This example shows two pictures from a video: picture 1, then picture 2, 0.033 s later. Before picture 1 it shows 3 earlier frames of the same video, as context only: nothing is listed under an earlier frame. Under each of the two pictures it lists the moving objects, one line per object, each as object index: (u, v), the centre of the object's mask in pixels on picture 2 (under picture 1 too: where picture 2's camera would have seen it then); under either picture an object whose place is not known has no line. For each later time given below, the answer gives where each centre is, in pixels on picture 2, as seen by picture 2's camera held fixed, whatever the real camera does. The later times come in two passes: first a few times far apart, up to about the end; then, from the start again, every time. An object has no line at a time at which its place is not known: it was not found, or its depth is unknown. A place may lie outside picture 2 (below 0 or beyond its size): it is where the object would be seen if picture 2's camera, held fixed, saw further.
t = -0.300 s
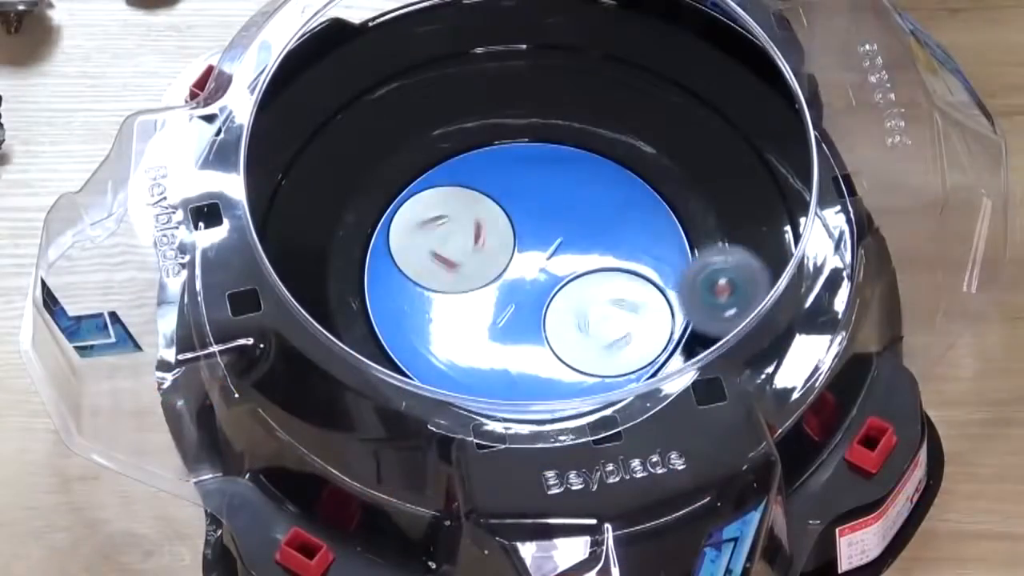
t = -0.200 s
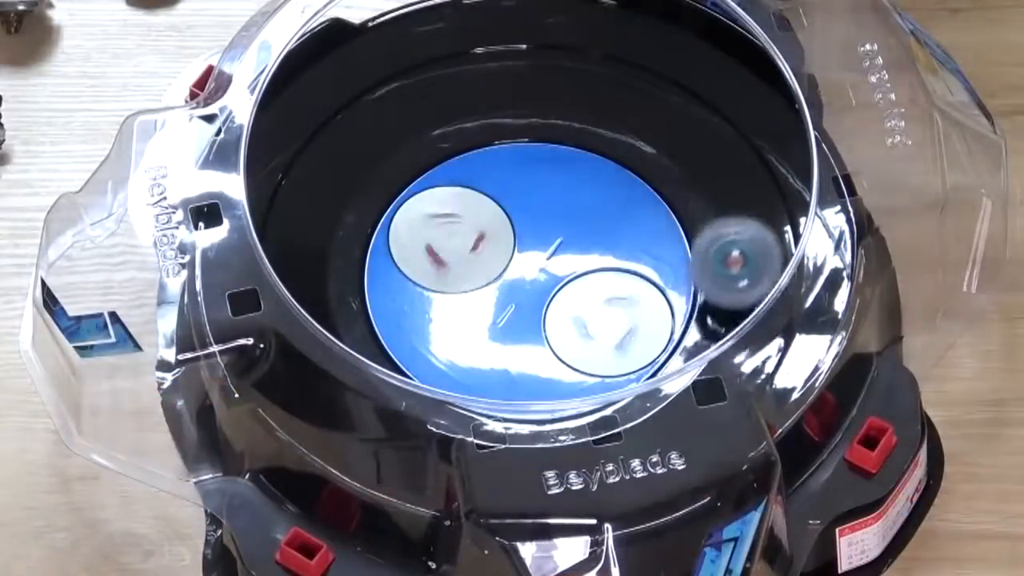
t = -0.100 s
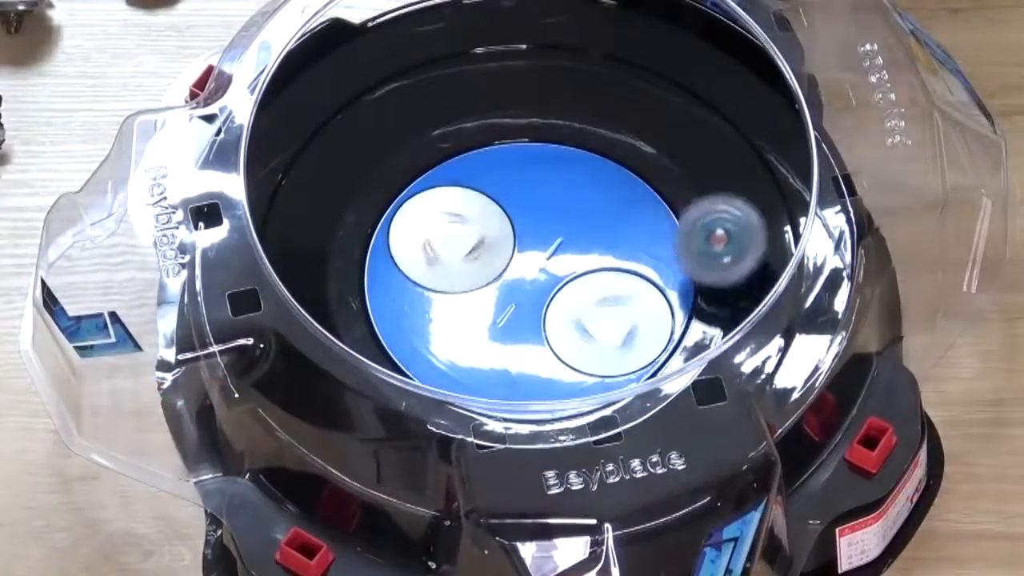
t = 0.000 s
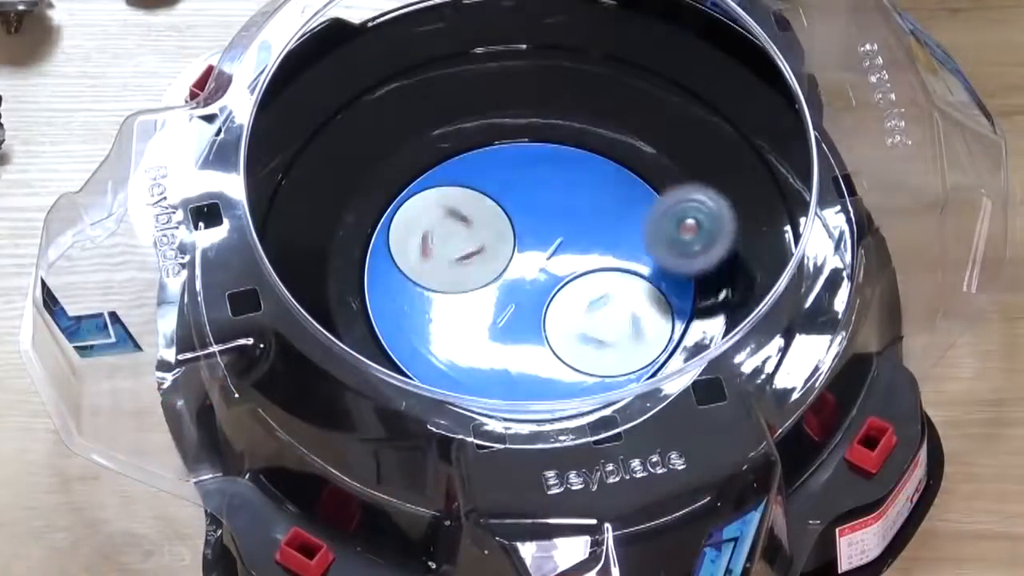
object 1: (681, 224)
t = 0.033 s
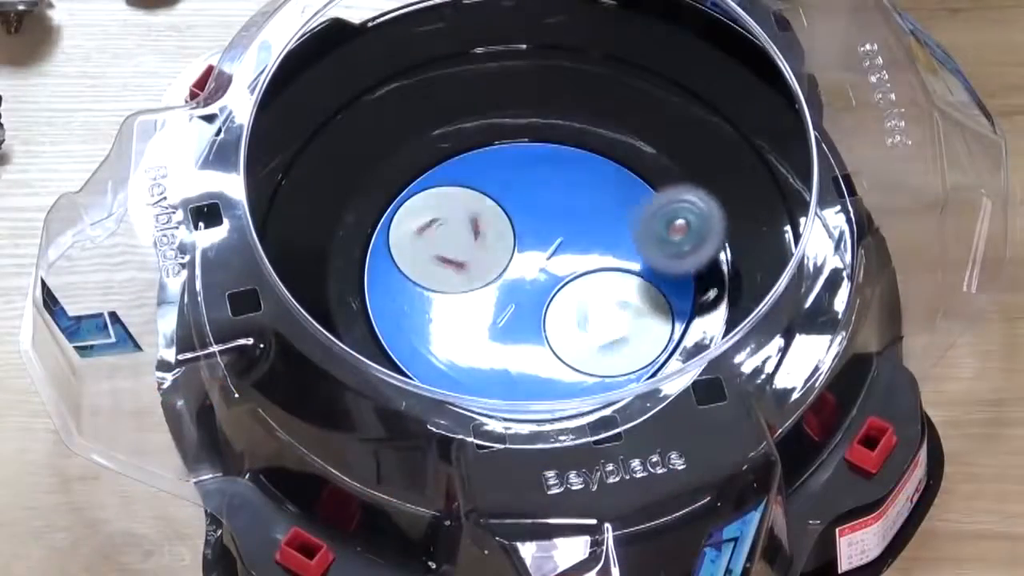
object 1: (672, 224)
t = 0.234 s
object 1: (615, 249)
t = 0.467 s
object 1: (510, 292)
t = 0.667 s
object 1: (483, 373)
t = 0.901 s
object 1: (490, 340)
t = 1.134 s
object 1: (449, 348)
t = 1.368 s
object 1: (420, 329)
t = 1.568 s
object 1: (385, 309)
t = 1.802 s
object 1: (366, 266)
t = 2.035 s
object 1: (372, 215)
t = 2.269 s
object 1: (392, 175)
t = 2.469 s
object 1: (425, 155)
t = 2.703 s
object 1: (472, 154)
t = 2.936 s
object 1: (520, 166)
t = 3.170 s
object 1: (560, 194)
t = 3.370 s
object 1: (598, 232)
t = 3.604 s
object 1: (567, 262)
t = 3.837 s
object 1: (587, 345)
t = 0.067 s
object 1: (661, 226)
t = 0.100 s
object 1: (649, 229)
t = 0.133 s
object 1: (639, 232)
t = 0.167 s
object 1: (628, 236)
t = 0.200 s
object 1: (621, 242)
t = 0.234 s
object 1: (615, 249)
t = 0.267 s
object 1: (604, 255)
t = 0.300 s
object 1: (588, 259)
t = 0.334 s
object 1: (570, 264)
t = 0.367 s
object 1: (551, 269)
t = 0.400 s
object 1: (530, 274)
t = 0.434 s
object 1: (519, 281)
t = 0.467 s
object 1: (510, 292)
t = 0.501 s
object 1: (503, 305)
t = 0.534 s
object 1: (496, 318)
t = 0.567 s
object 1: (490, 332)
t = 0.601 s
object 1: (486, 347)
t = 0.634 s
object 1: (484, 362)
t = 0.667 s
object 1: (483, 373)
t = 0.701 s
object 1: (482, 375)
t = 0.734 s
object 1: (484, 374)
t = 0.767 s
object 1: (486, 367)
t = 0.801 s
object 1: (487, 360)
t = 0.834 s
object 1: (490, 352)
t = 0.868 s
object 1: (490, 346)
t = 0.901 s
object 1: (490, 340)
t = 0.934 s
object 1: (488, 337)
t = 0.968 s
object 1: (484, 334)
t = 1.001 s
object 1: (480, 334)
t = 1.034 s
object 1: (473, 336)
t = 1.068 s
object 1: (467, 340)
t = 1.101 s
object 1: (459, 344)
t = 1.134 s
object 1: (449, 348)
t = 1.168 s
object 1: (440, 350)
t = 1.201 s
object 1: (431, 353)
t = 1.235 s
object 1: (428, 349)
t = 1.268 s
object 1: (426, 344)
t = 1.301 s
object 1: (425, 338)
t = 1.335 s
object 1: (423, 334)
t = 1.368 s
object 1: (420, 329)
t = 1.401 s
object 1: (415, 325)
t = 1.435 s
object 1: (409, 323)
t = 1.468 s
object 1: (401, 321)
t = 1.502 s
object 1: (392, 318)
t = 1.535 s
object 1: (386, 315)
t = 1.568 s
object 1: (385, 309)
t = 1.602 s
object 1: (382, 303)
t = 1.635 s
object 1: (378, 298)
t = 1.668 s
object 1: (375, 293)
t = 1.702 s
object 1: (372, 287)
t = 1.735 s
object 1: (370, 281)
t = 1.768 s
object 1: (368, 273)
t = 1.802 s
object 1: (366, 266)
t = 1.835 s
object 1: (366, 258)
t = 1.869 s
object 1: (365, 251)
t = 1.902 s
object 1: (366, 242)
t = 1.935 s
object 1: (367, 234)
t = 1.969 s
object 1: (368, 227)
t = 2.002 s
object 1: (369, 221)
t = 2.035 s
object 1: (372, 215)
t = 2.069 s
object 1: (374, 210)
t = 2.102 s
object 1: (375, 204)
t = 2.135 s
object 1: (378, 198)
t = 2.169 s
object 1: (382, 192)
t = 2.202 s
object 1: (385, 186)
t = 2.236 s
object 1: (388, 180)
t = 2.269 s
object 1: (392, 175)
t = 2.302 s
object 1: (396, 170)
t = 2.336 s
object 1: (401, 165)
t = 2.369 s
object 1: (407, 160)
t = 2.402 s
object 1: (414, 157)
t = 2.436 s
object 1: (419, 155)
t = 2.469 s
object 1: (425, 155)
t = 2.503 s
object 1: (431, 153)
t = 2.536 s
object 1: (438, 153)
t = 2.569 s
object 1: (445, 153)
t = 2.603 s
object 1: (451, 153)
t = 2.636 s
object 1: (458, 153)
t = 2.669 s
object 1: (464, 154)
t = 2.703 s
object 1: (472, 154)
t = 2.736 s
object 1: (480, 154)
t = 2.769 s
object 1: (487, 155)
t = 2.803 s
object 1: (492, 158)
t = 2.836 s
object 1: (499, 159)
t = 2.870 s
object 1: (505, 161)
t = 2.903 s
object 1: (513, 163)
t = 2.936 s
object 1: (520, 166)
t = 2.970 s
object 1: (526, 169)
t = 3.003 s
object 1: (532, 172)
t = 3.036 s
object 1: (538, 176)
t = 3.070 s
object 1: (543, 181)
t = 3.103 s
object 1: (549, 186)
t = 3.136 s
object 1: (554, 190)
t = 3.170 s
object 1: (560, 194)
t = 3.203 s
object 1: (565, 198)
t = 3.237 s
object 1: (571, 203)
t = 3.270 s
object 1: (577, 208)
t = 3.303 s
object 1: (588, 221)
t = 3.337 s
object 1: (593, 227)
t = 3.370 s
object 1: (598, 232)
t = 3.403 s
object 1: (603, 238)
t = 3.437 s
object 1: (606, 244)
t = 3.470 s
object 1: (608, 253)
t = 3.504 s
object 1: (606, 259)
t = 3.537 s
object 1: (596, 261)
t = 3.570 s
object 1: (583, 261)
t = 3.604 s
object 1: (567, 262)
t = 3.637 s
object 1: (551, 266)
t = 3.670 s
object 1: (542, 278)
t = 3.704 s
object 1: (540, 294)
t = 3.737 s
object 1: (538, 312)
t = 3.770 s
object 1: (548, 326)
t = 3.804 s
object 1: (567, 340)
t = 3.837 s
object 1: (587, 345)
